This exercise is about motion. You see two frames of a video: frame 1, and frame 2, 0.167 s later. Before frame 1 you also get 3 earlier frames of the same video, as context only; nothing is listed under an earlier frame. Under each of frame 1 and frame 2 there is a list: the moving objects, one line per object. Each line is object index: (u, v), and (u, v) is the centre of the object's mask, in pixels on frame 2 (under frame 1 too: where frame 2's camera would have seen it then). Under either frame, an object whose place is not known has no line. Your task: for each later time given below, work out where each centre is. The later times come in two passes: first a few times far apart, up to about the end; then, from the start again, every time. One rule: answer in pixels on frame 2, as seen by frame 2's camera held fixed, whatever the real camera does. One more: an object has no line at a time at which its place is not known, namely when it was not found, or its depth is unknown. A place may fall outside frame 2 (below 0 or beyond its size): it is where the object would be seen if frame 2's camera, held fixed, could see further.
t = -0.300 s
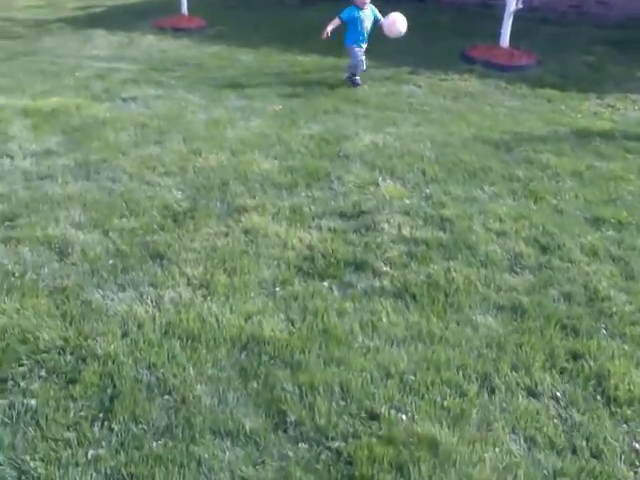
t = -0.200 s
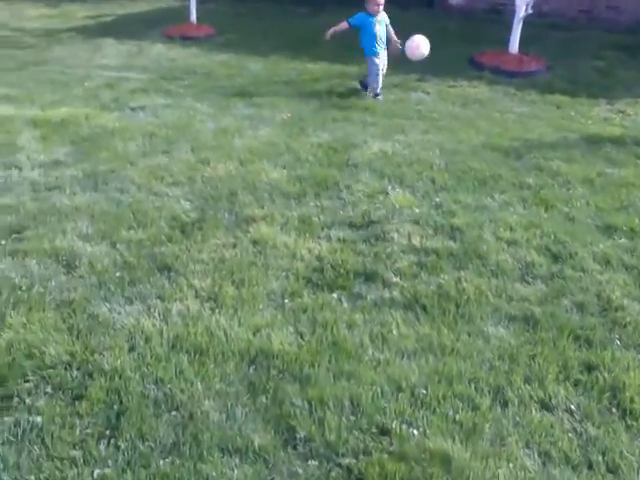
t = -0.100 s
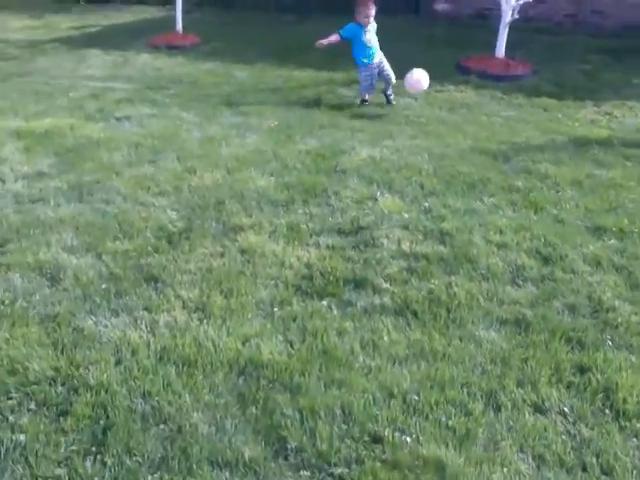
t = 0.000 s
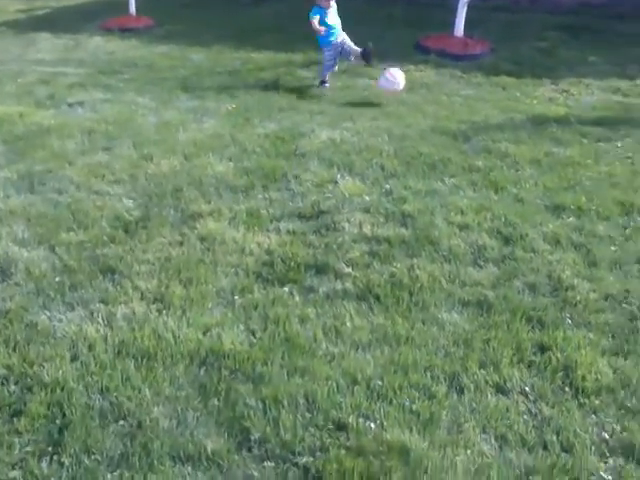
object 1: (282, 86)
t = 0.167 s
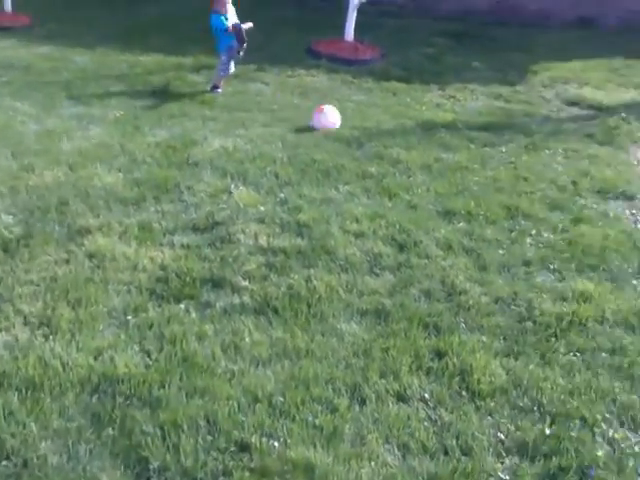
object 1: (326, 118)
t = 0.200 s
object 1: (337, 122)
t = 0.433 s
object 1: (417, 150)
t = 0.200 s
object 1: (337, 122)
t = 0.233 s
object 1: (347, 125)
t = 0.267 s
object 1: (358, 127)
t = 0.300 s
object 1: (371, 128)
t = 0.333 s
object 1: (381, 131)
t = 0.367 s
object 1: (393, 136)
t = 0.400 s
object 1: (405, 143)
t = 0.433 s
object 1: (417, 150)
